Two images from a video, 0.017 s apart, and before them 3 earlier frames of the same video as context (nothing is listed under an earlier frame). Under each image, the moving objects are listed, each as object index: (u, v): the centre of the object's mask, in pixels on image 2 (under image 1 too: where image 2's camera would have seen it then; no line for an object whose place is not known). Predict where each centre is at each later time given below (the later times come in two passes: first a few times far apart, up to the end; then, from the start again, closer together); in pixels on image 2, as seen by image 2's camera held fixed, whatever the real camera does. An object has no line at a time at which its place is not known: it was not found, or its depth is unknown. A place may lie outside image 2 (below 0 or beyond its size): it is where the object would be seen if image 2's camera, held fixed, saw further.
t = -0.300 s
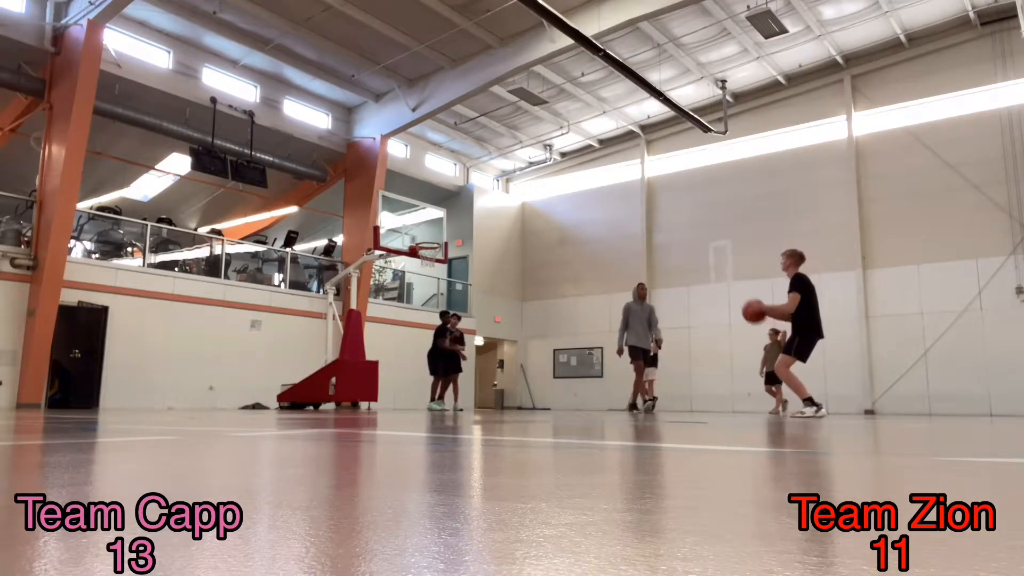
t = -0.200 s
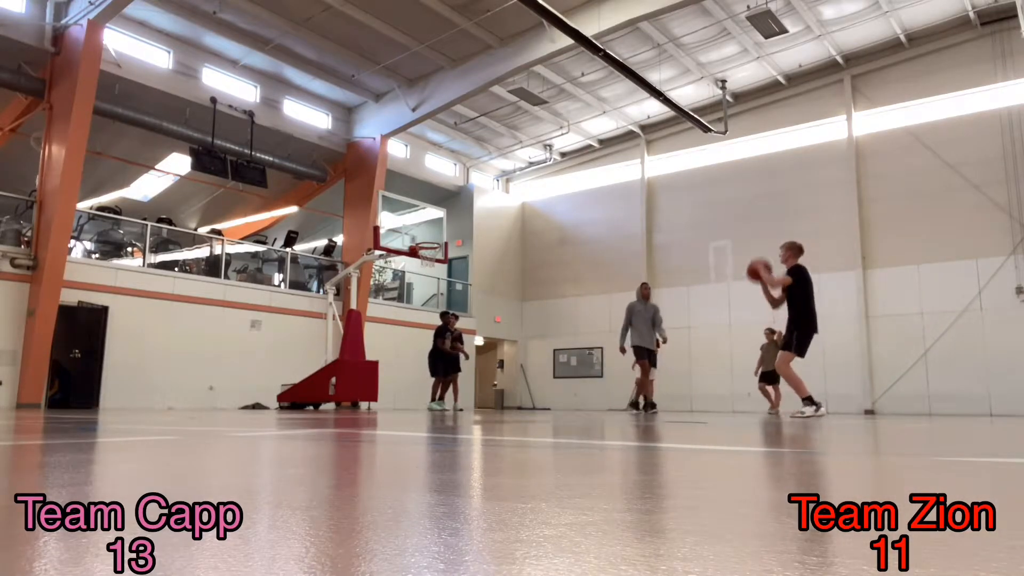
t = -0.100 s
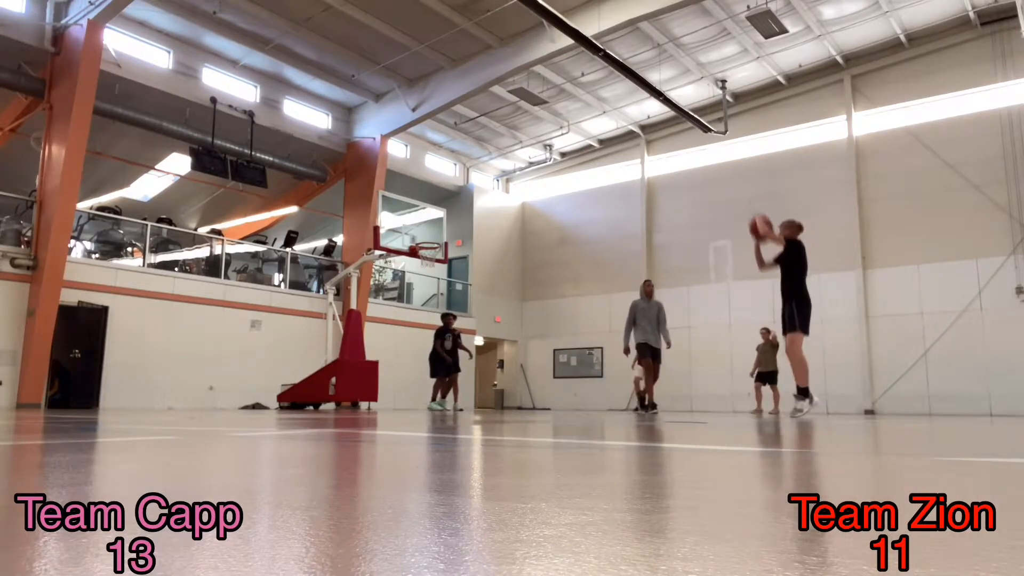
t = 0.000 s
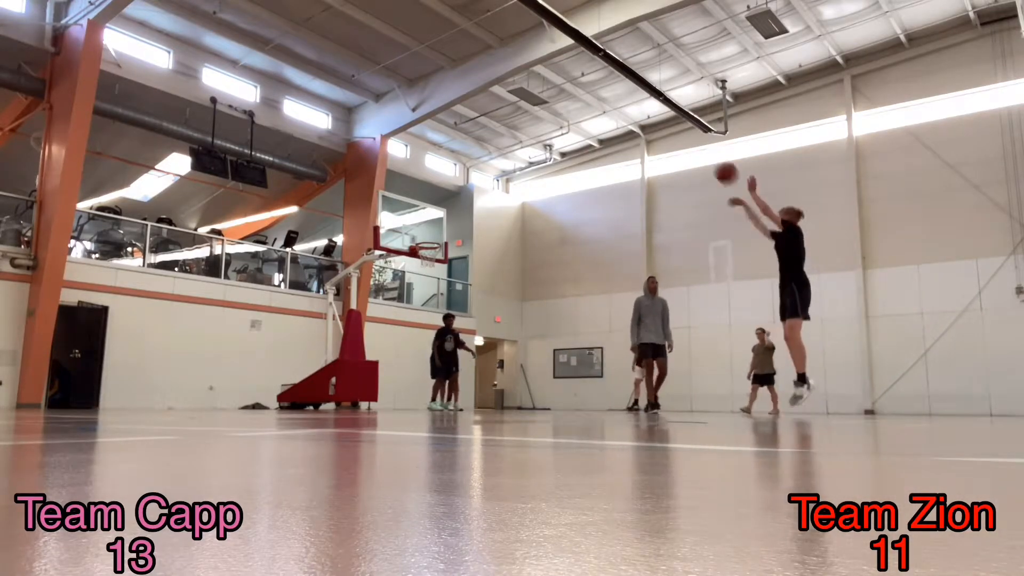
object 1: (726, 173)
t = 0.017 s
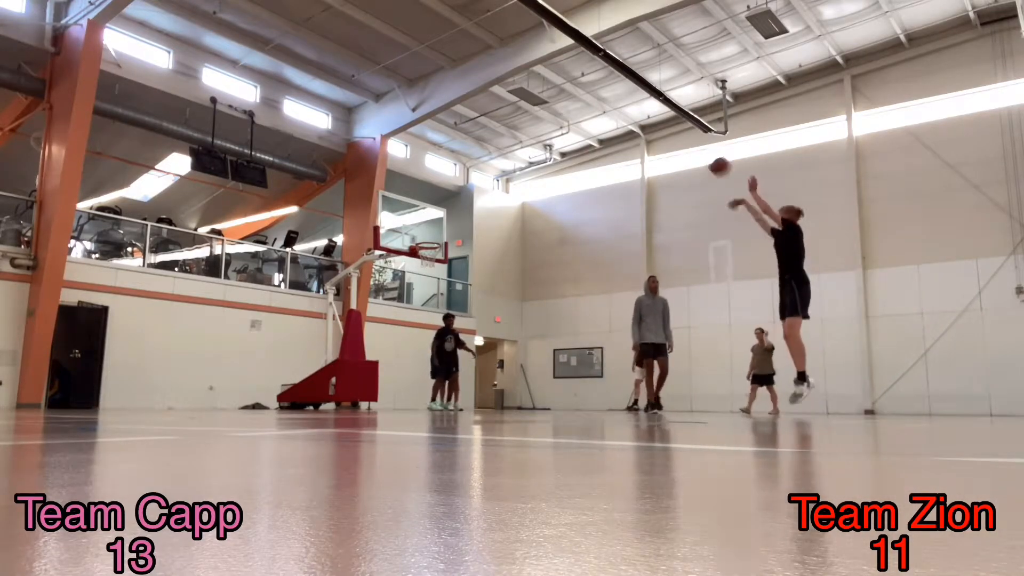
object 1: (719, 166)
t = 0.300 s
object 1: (620, 77)
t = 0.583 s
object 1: (551, 65)
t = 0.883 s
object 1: (495, 102)
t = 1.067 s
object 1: (466, 144)
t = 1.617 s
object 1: (416, 271)
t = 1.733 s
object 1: (407, 289)
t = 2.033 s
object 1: (382, 366)
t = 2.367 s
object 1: (369, 352)
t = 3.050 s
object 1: (373, 345)
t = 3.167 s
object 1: (377, 364)
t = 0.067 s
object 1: (698, 140)
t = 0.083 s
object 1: (691, 135)
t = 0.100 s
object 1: (685, 129)
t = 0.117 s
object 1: (679, 124)
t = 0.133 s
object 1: (673, 118)
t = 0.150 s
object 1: (667, 112)
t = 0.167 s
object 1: (662, 106)
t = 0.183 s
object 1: (656, 101)
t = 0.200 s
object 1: (651, 98)
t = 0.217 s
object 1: (645, 94)
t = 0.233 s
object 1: (640, 90)
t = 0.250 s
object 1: (635, 86)
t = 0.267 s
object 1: (630, 83)
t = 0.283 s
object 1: (625, 80)
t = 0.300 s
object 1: (620, 77)
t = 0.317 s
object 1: (615, 76)
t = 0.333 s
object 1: (611, 74)
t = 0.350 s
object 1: (606, 71)
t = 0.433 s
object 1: (585, 64)
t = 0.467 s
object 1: (577, 64)
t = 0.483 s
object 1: (573, 63)
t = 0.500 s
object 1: (570, 63)
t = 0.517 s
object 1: (566, 63)
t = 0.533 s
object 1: (562, 64)
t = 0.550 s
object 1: (558, 64)
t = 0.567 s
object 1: (555, 64)
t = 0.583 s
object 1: (551, 65)
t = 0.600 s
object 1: (548, 66)
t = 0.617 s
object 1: (545, 67)
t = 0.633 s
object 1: (541, 69)
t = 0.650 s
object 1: (537, 70)
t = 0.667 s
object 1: (534, 71)
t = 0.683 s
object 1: (531, 73)
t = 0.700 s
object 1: (527, 75)
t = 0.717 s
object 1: (525, 76)
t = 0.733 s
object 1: (521, 79)
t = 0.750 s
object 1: (518, 80)
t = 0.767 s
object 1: (515, 83)
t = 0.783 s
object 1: (512, 85)
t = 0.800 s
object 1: (509, 87)
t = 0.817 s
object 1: (506, 90)
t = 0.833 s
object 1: (503, 93)
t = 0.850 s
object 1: (501, 96)
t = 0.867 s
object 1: (498, 99)
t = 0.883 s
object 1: (495, 102)
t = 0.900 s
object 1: (493, 105)
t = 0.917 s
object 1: (489, 109)
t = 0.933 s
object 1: (487, 112)
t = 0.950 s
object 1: (484, 116)
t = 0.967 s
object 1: (482, 120)
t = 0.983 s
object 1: (480, 123)
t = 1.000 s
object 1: (477, 127)
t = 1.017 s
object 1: (474, 131)
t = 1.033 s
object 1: (471, 135)
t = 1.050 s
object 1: (469, 139)
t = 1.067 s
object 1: (466, 144)
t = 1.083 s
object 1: (464, 148)
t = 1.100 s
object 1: (462, 152)
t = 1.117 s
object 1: (459, 157)
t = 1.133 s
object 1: (457, 161)
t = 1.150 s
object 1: (456, 167)
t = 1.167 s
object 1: (453, 172)
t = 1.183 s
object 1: (450, 178)
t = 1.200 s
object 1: (448, 182)
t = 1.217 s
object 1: (445, 187)
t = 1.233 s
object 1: (443, 193)
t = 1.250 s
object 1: (441, 198)
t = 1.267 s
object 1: (439, 202)
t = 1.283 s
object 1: (438, 207)
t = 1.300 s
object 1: (434, 214)
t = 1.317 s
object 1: (432, 221)
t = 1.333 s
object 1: (430, 225)
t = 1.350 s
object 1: (428, 231)
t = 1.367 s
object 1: (426, 236)
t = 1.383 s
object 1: (424, 242)
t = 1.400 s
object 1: (424, 245)
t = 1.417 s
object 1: (428, 245)
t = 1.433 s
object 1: (432, 246)
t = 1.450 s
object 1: (433, 248)
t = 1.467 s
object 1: (431, 251)
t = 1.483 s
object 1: (428, 253)
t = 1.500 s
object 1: (427, 256)
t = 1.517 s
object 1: (425, 259)
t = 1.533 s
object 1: (423, 261)
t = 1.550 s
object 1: (422, 262)
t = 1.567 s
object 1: (420, 263)
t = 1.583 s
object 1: (419, 266)
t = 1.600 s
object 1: (417, 268)
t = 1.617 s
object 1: (416, 271)
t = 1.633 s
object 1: (415, 273)
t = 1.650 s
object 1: (413, 275)
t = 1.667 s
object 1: (412, 278)
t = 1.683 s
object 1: (410, 280)
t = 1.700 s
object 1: (409, 284)
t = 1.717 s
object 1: (408, 286)
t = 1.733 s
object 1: (407, 289)
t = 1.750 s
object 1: (405, 293)
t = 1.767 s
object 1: (404, 296)
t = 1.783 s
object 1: (403, 299)
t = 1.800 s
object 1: (400, 303)
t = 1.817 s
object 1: (399, 306)
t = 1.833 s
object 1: (398, 310)
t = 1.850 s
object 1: (396, 314)
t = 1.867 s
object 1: (395, 318)
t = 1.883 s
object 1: (394, 323)
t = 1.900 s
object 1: (392, 327)
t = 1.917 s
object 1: (391, 331)
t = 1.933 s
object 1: (389, 336)
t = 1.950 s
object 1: (388, 341)
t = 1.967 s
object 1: (386, 345)
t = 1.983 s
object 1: (385, 351)
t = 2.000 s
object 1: (384, 355)
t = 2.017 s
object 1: (382, 361)
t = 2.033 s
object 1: (382, 366)
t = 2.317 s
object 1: (371, 360)
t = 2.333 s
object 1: (370, 357)
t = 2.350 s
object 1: (369, 355)
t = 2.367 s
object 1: (369, 352)
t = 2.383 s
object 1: (368, 350)
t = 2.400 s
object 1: (368, 347)
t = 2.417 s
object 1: (368, 344)
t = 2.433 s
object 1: (368, 342)
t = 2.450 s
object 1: (367, 340)
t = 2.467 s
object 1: (367, 338)
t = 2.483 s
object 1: (367, 336)
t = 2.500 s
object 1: (367, 334)
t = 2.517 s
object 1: (366, 332)
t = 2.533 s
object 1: (366, 331)
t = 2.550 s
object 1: (366, 330)
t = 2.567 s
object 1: (365, 329)
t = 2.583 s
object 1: (365, 328)
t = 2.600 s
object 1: (365, 327)
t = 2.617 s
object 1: (365, 326)
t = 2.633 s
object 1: (365, 325)
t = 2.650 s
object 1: (365, 324)
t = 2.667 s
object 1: (365, 324)
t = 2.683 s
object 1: (365, 323)
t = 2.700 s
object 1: (365, 323)
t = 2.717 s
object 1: (366, 323)
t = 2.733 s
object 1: (366, 322)
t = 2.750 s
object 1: (366, 323)
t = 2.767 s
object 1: (366, 323)
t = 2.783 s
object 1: (366, 323)
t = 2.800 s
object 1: (366, 323)
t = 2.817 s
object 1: (367, 323)
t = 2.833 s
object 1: (367, 324)
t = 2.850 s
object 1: (368, 325)
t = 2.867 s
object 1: (369, 326)
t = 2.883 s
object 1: (369, 327)
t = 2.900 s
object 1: (369, 328)
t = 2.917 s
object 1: (370, 329)
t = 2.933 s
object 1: (370, 331)
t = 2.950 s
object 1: (371, 332)
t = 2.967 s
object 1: (371, 334)
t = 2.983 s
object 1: (371, 336)
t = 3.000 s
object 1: (371, 338)
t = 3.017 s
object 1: (372, 340)
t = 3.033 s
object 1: (372, 342)
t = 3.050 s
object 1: (373, 345)
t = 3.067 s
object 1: (373, 347)
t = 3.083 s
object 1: (373, 350)
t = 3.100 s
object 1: (374, 352)
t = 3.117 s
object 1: (374, 355)
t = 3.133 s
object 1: (374, 357)
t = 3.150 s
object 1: (375, 360)
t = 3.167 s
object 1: (377, 364)
